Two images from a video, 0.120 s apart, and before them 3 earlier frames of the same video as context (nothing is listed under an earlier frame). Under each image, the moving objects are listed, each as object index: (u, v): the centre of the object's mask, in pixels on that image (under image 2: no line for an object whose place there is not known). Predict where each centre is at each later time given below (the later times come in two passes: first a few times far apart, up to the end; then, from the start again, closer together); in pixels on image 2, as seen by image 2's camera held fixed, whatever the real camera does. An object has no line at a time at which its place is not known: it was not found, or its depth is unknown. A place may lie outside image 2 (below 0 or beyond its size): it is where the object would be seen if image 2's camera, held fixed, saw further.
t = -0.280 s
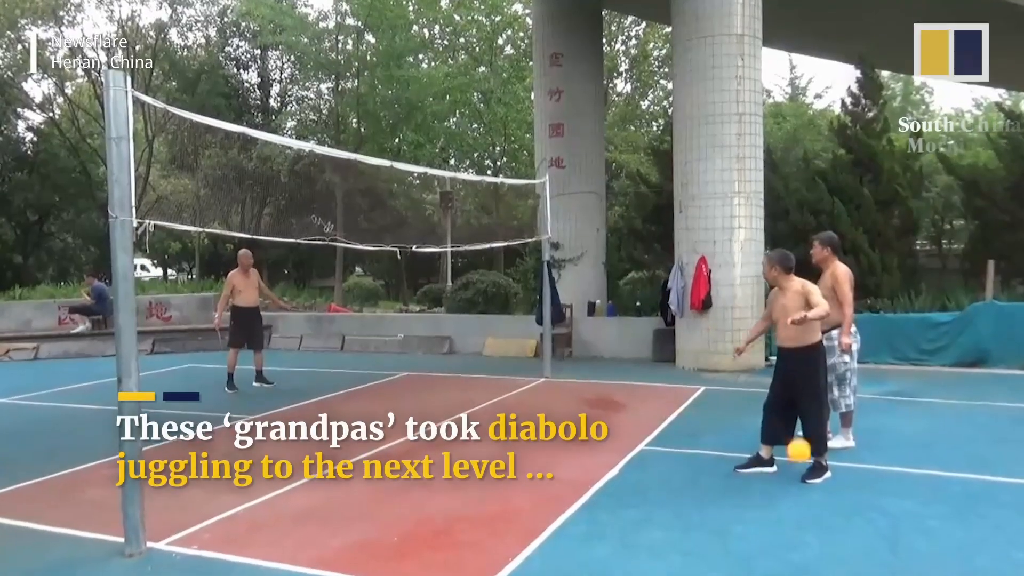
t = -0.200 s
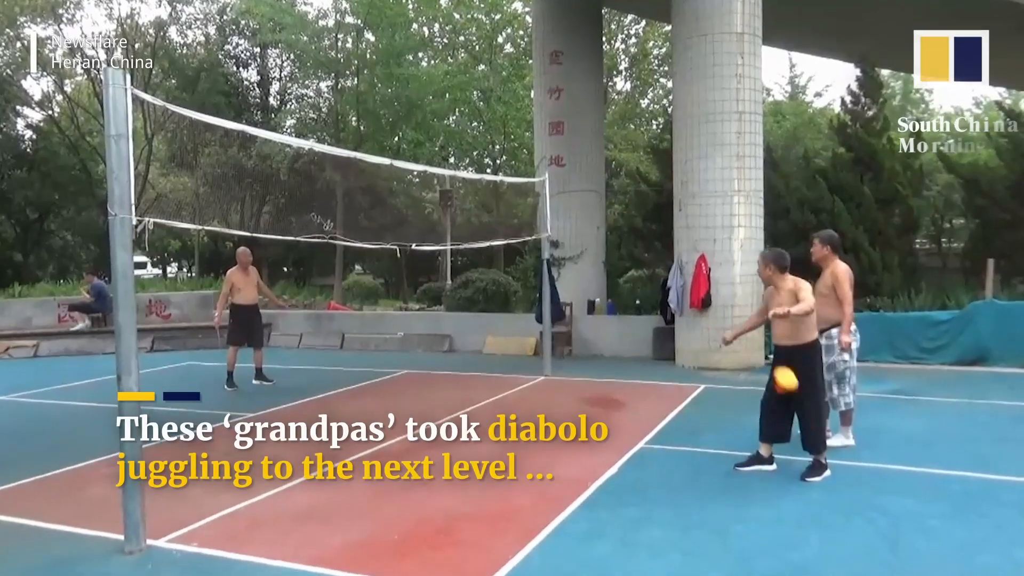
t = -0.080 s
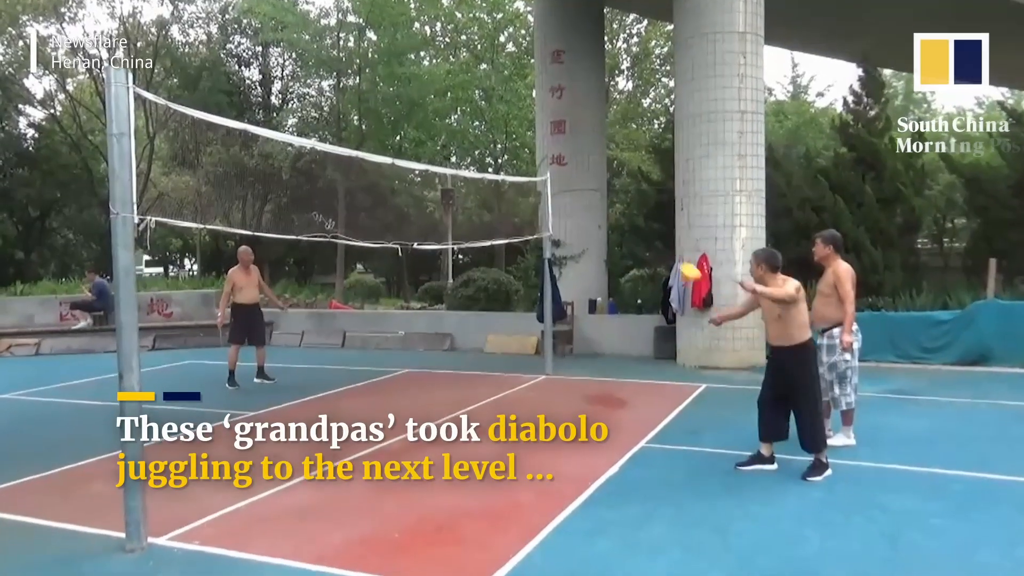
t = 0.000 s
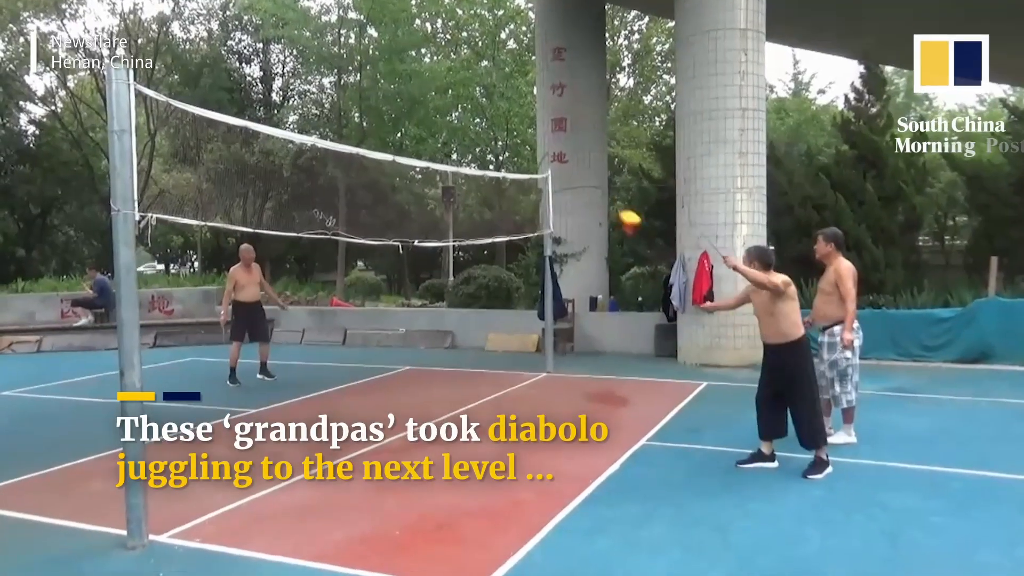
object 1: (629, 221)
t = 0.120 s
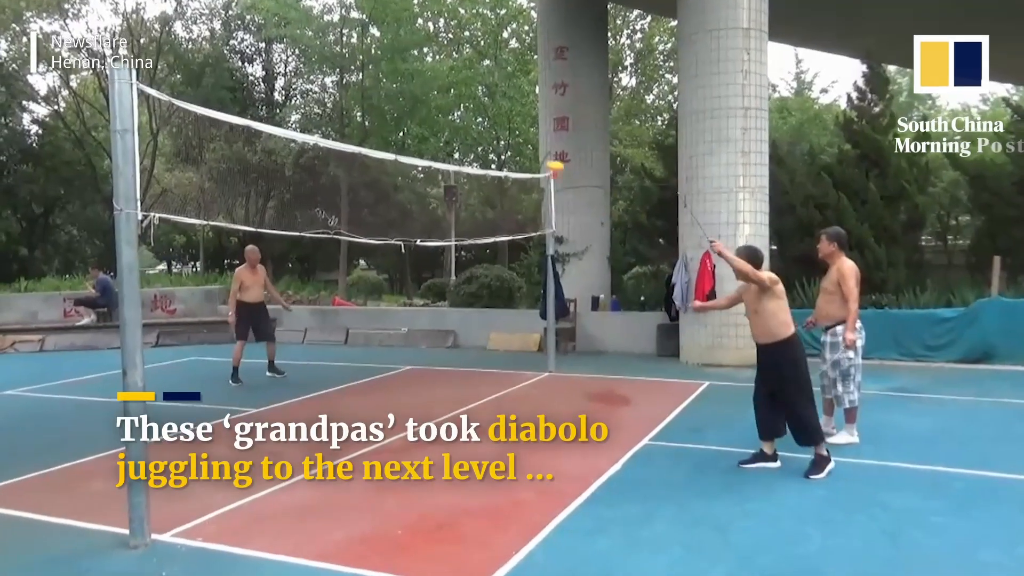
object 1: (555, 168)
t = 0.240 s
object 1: (490, 141)
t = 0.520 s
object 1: (375, 140)
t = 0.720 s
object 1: (314, 177)
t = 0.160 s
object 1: (532, 158)
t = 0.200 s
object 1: (511, 148)
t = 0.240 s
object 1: (490, 141)
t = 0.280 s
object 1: (471, 136)
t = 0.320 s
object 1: (453, 133)
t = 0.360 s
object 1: (436, 133)
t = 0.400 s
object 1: (420, 132)
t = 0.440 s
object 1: (404, 133)
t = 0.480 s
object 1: (389, 137)
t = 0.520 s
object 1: (375, 140)
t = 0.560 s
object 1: (363, 143)
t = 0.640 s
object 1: (337, 160)
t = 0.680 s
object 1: (326, 168)
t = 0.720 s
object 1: (314, 177)
